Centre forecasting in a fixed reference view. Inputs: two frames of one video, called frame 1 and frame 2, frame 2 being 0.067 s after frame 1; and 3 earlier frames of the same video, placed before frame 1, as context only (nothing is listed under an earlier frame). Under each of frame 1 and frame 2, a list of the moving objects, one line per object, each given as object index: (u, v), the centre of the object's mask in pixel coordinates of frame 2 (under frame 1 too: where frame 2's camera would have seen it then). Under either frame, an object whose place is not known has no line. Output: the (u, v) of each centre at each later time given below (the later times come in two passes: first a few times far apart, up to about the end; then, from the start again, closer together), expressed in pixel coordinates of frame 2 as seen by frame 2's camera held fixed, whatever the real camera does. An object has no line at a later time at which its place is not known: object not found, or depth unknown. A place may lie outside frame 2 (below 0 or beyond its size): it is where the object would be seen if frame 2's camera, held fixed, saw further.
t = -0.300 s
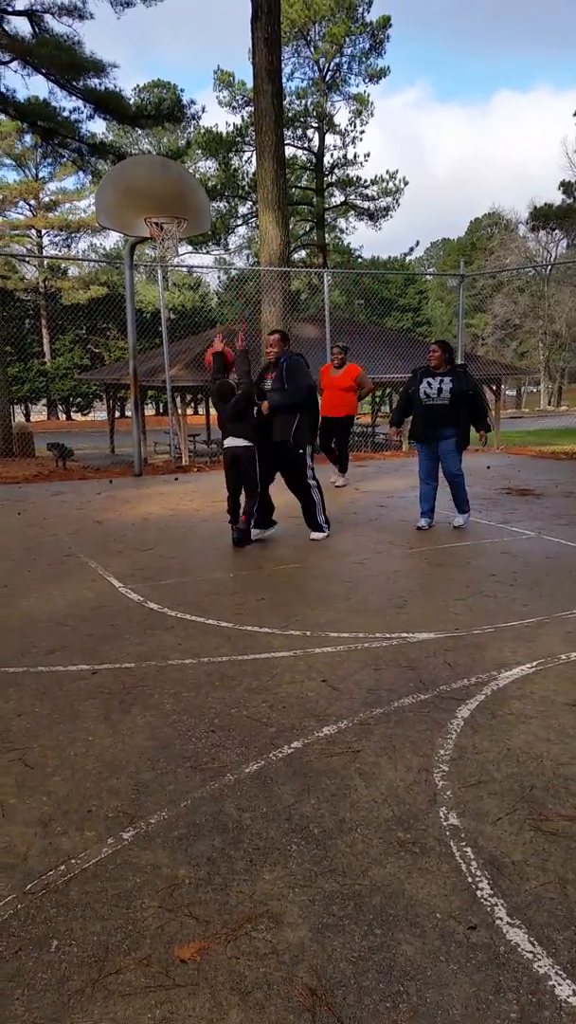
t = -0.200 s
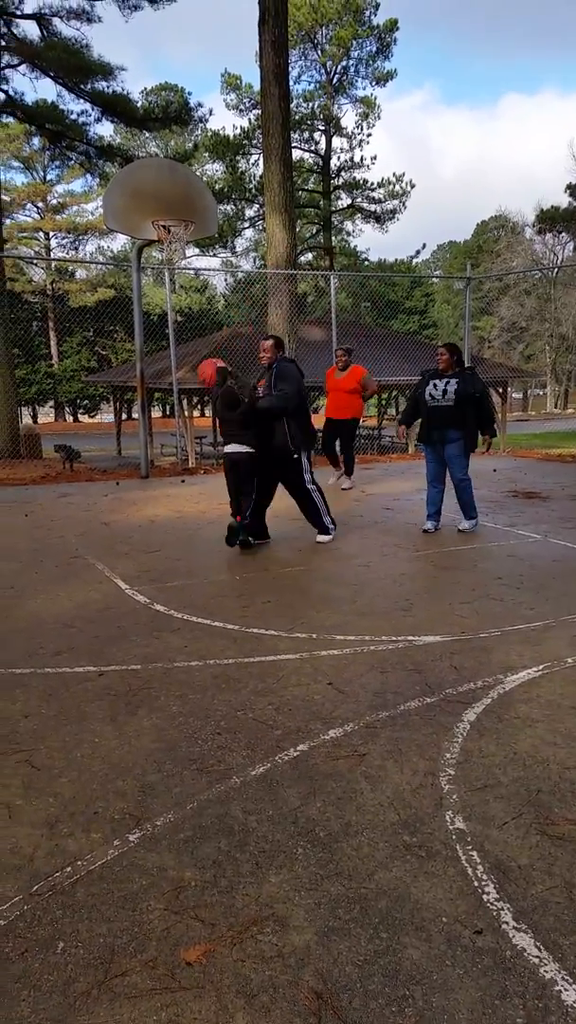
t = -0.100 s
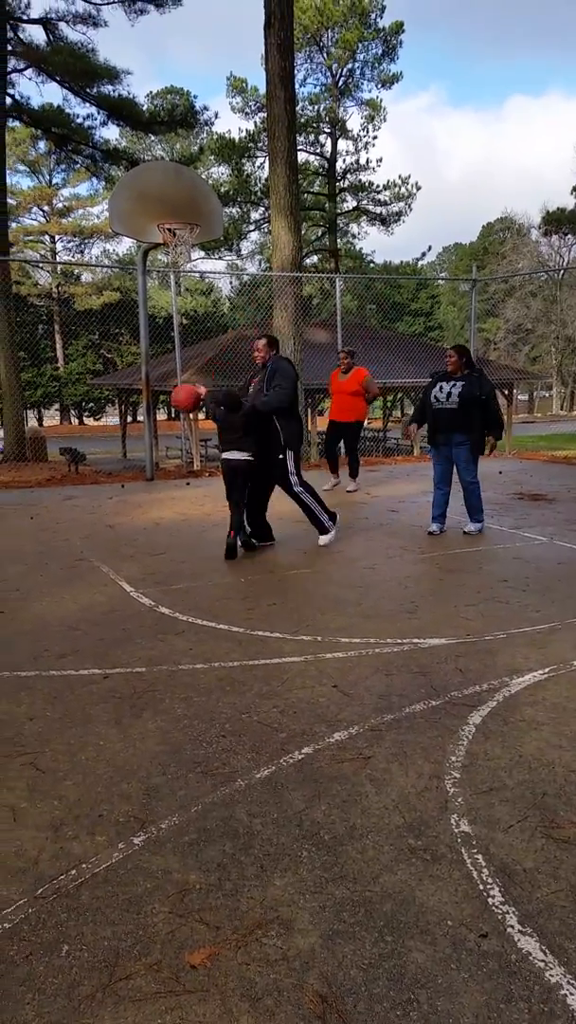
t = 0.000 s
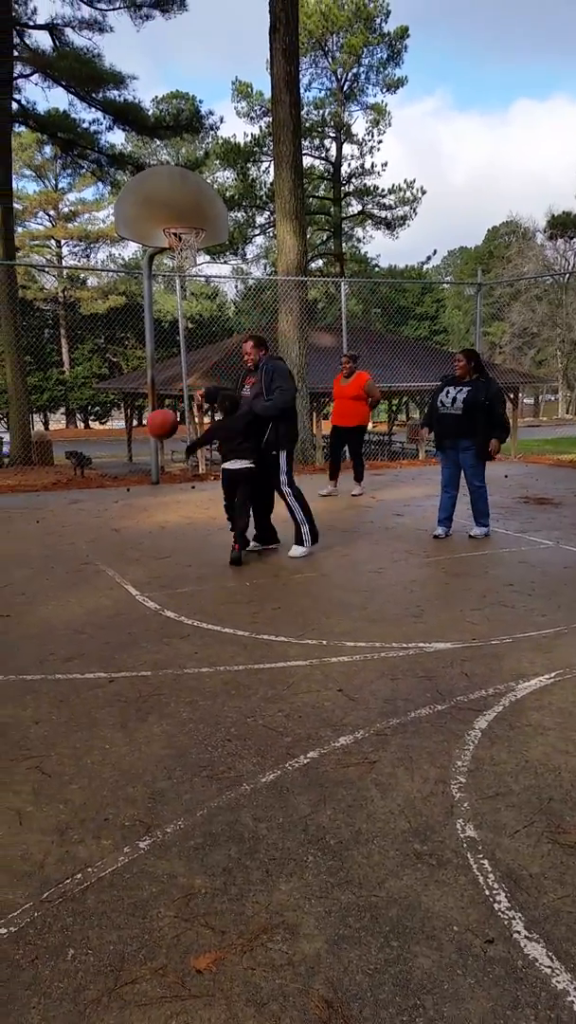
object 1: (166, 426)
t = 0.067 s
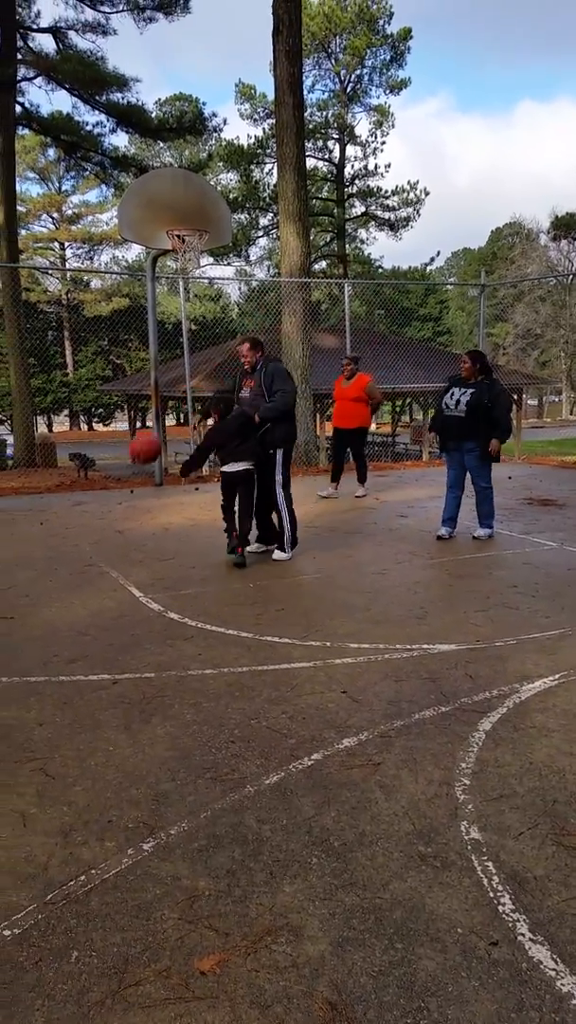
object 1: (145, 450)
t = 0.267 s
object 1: (77, 563)
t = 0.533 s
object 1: (-1, 488)
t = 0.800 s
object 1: (-94, 496)
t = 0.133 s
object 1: (125, 478)
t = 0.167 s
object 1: (112, 496)
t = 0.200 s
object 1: (100, 517)
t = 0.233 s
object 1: (90, 540)
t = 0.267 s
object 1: (77, 563)
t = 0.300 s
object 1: (66, 569)
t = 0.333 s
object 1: (58, 553)
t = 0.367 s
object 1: (49, 540)
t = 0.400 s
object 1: (39, 528)
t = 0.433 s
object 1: (29, 516)
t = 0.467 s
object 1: (19, 505)
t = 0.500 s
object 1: (9, 496)
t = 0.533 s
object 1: (-1, 488)
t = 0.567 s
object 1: (-11, 482)
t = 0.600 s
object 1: (-23, 478)
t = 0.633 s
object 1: (-34, 476)
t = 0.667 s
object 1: (-46, 476)
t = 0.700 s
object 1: (-59, 476)
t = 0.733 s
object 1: (-72, 481)
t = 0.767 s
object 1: (-83, 487)
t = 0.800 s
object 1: (-94, 496)
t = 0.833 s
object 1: (-107, 506)
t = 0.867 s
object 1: (-121, 521)
